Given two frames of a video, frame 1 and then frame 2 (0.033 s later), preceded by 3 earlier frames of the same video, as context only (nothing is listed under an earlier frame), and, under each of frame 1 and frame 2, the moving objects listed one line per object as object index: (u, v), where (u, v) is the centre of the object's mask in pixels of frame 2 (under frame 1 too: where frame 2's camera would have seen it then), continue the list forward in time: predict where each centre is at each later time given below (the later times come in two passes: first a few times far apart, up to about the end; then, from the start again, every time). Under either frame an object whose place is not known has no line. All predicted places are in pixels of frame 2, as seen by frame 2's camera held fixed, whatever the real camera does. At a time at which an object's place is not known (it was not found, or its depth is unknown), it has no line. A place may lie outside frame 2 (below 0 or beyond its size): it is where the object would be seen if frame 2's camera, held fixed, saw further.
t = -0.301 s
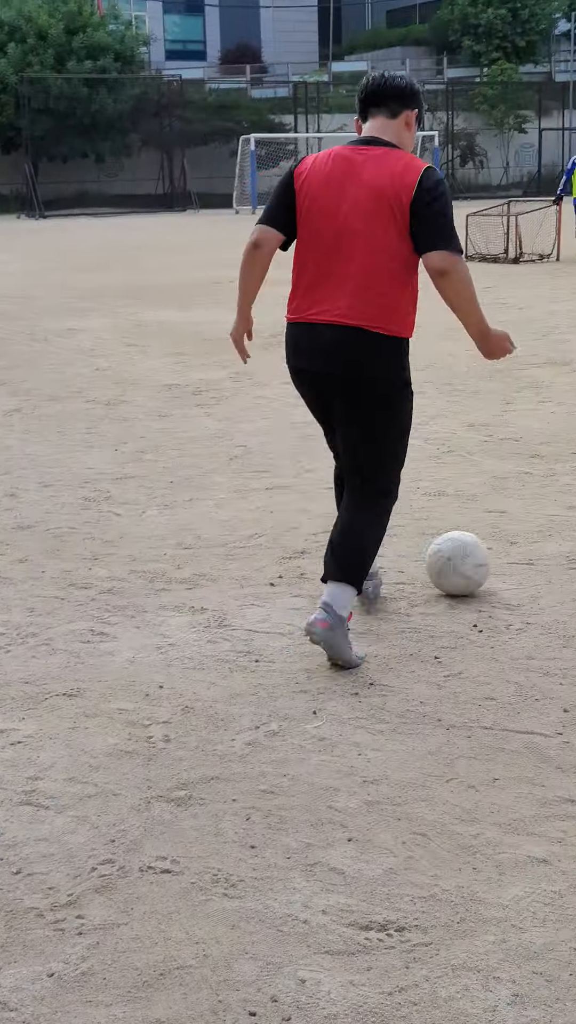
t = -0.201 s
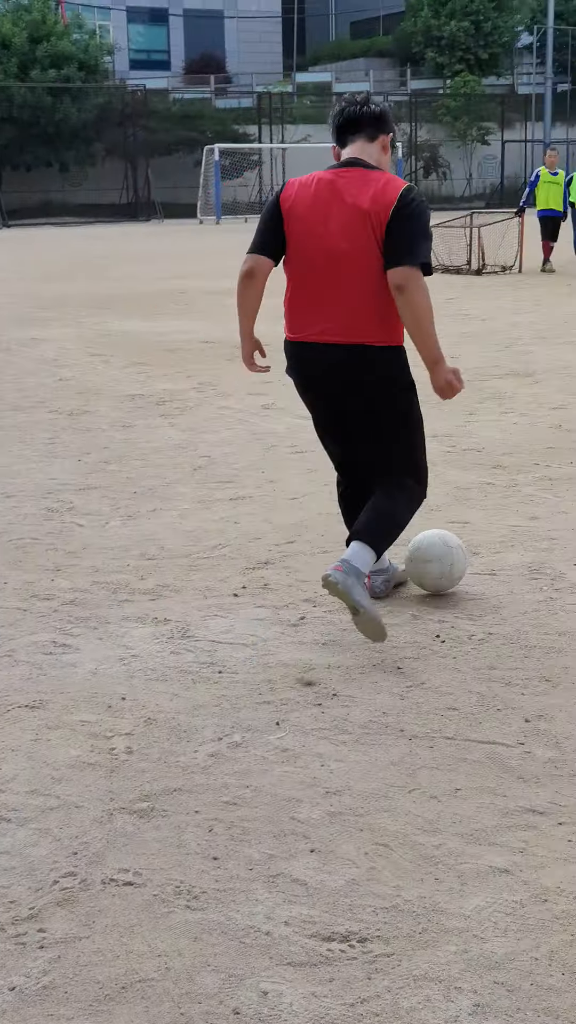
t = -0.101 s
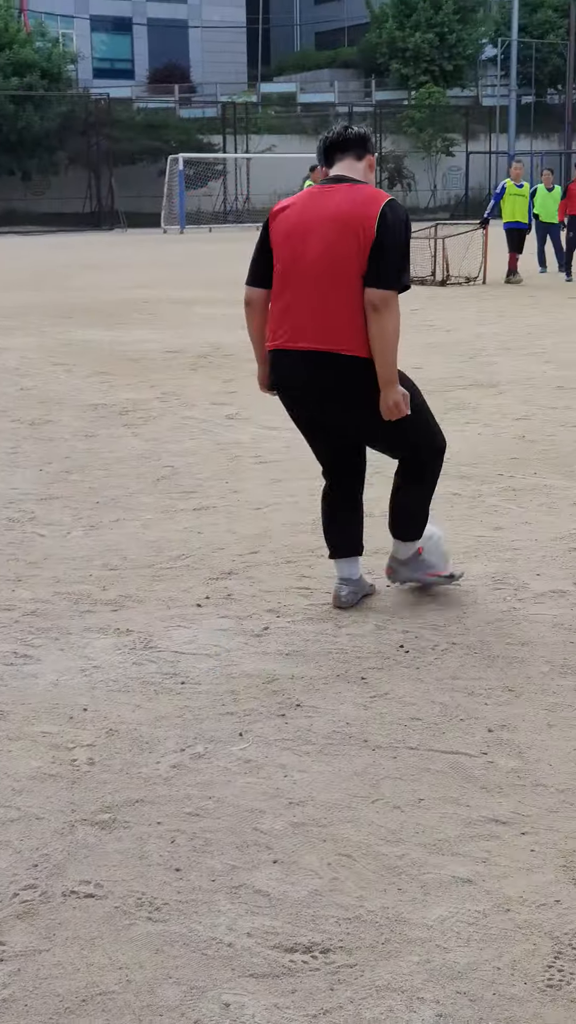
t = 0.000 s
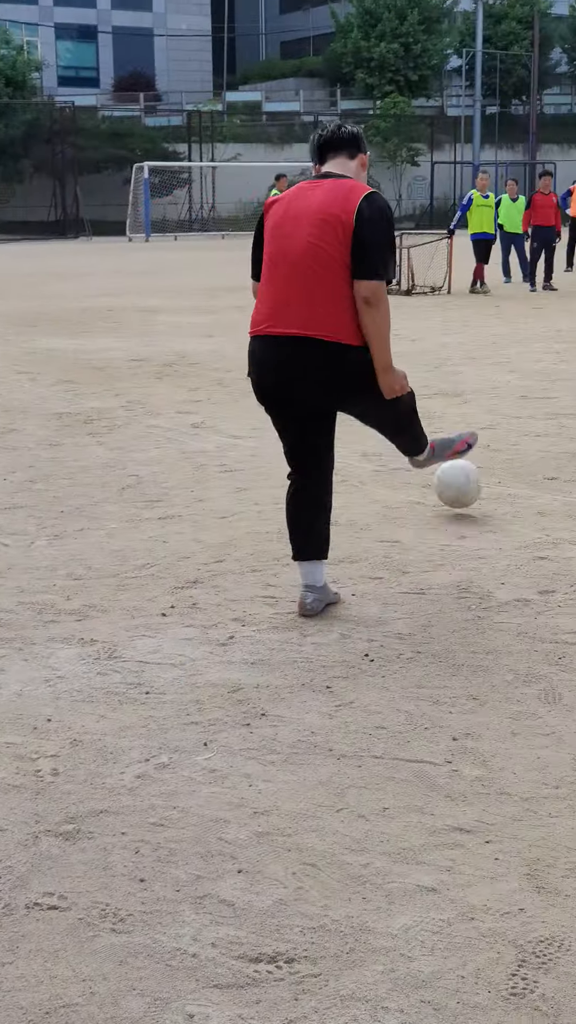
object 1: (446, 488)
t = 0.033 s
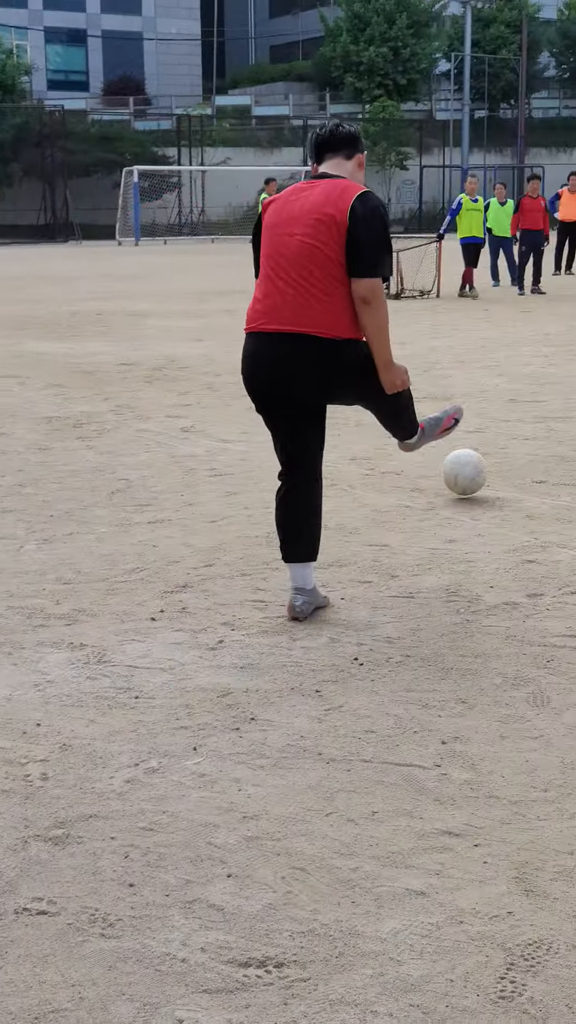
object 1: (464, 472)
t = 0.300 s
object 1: (543, 387)
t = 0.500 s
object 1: (569, 347)
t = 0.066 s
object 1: (480, 461)
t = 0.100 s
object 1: (492, 443)
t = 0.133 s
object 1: (503, 427)
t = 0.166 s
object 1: (513, 414)
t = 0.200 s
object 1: (522, 405)
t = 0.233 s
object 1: (530, 398)
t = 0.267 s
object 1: (537, 394)
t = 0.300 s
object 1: (543, 387)
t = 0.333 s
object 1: (548, 377)
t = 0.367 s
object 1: (553, 370)
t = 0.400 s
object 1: (557, 364)
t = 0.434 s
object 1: (562, 361)
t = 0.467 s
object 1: (565, 356)
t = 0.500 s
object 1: (569, 347)
